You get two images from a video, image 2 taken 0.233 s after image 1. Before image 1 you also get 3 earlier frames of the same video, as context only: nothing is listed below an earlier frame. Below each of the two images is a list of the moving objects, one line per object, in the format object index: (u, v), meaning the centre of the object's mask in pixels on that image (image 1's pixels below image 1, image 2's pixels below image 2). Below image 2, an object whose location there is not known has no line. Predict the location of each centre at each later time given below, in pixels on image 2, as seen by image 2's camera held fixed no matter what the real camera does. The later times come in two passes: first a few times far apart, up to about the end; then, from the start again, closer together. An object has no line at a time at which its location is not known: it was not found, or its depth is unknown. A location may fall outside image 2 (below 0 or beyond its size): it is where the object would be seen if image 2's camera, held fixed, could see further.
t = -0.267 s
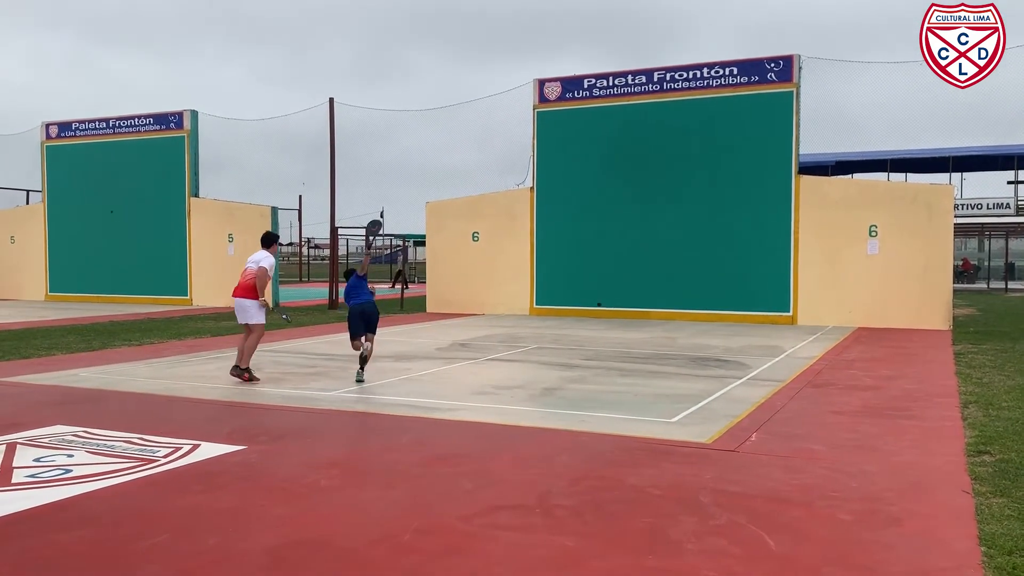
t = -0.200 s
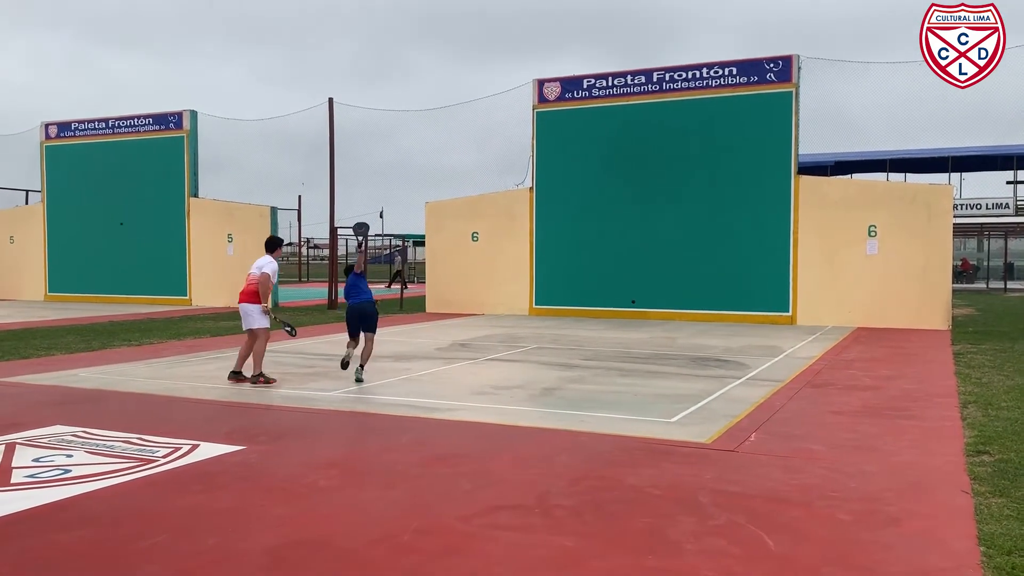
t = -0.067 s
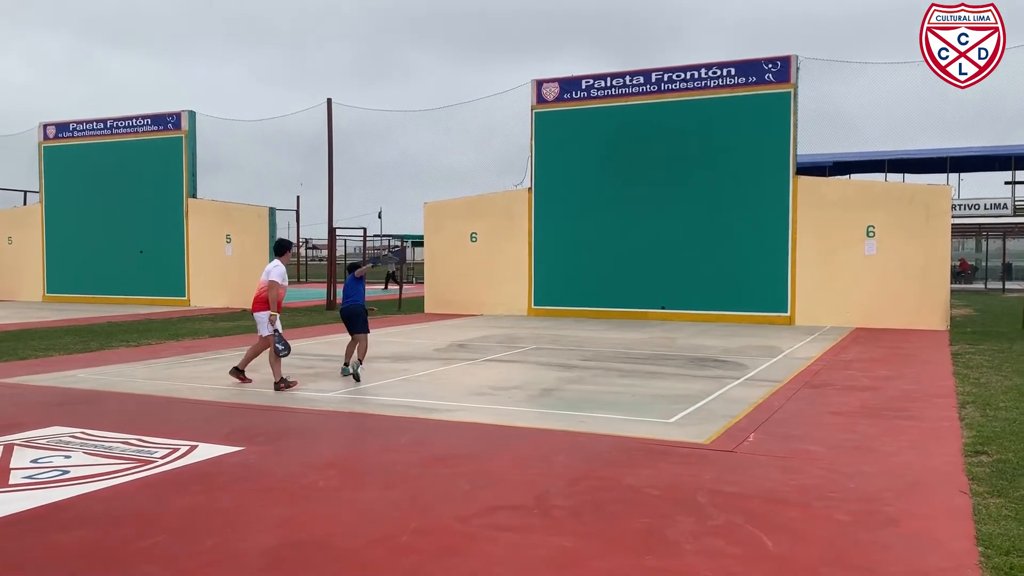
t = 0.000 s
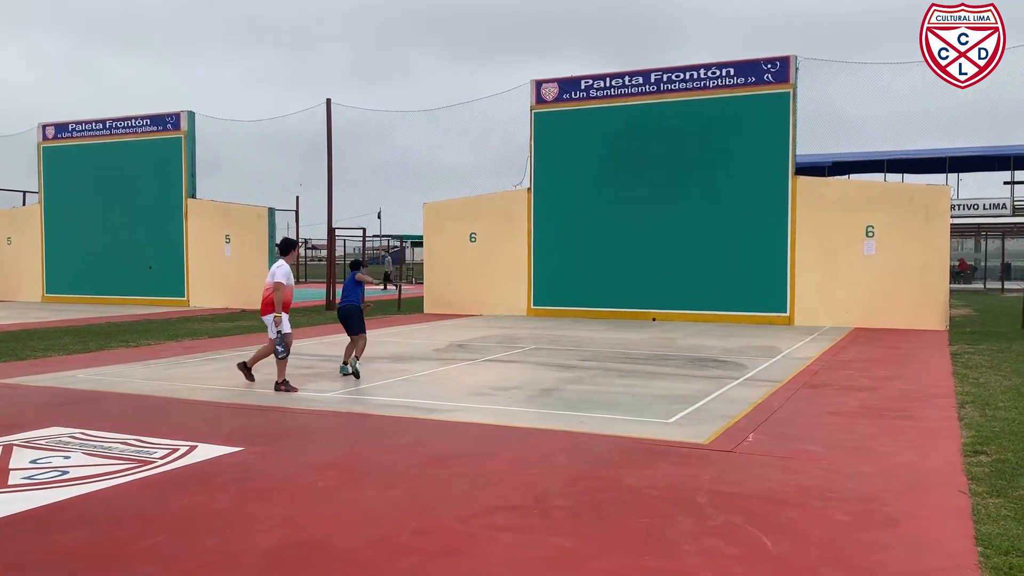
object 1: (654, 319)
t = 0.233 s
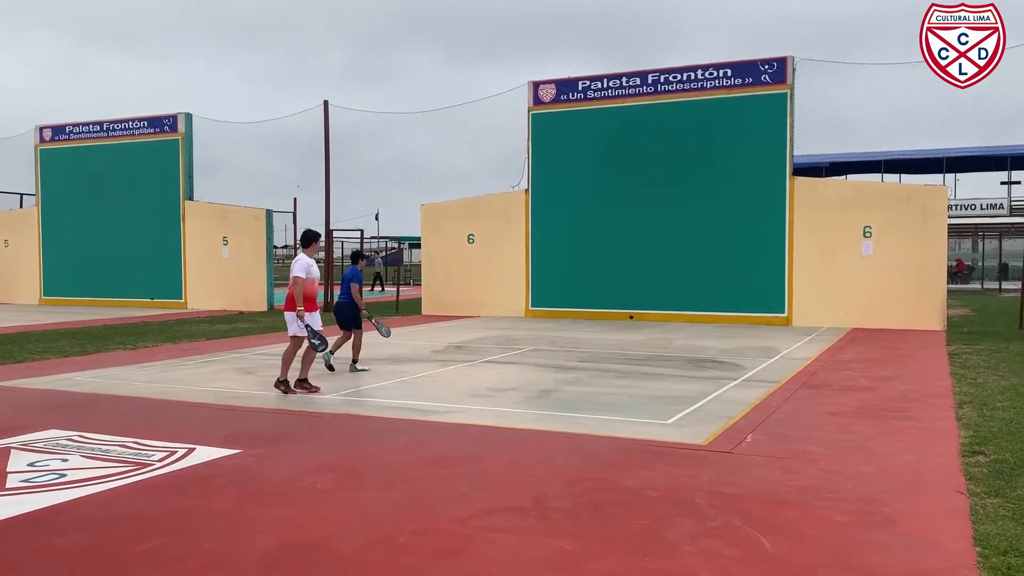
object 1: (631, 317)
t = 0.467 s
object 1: (607, 332)
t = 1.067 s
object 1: (519, 403)
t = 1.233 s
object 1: (480, 395)
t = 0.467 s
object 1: (607, 332)
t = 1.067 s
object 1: (519, 403)
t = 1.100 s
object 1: (512, 398)
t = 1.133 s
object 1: (505, 395)
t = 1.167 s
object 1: (497, 394)
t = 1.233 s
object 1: (480, 395)
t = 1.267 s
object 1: (471, 397)
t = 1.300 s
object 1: (462, 401)
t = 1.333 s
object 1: (451, 408)
